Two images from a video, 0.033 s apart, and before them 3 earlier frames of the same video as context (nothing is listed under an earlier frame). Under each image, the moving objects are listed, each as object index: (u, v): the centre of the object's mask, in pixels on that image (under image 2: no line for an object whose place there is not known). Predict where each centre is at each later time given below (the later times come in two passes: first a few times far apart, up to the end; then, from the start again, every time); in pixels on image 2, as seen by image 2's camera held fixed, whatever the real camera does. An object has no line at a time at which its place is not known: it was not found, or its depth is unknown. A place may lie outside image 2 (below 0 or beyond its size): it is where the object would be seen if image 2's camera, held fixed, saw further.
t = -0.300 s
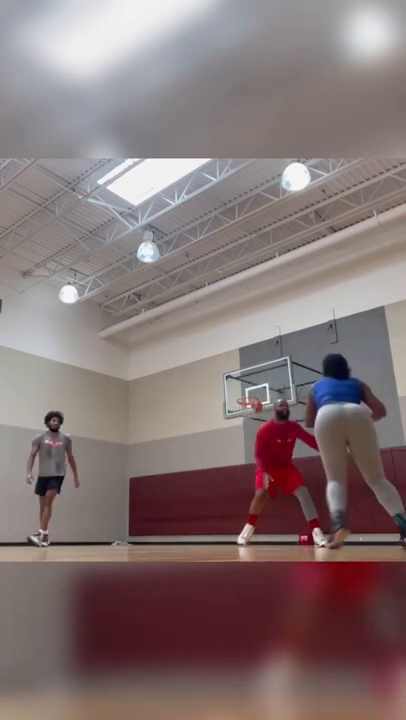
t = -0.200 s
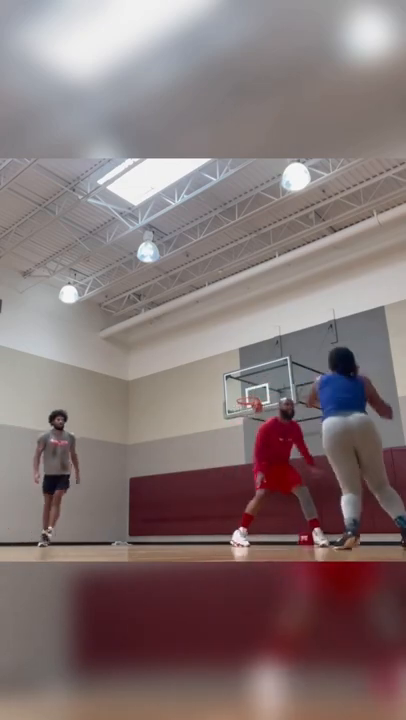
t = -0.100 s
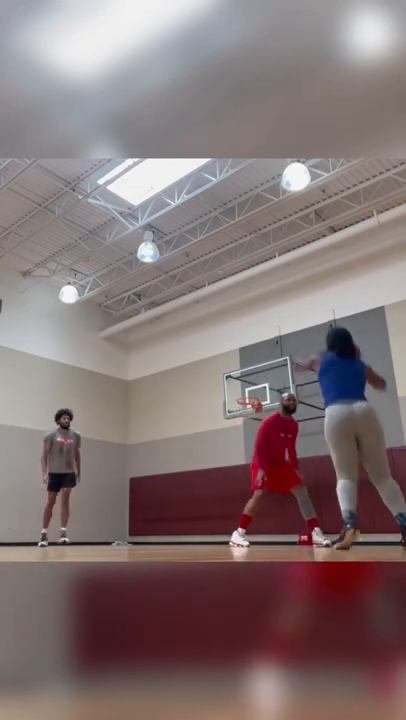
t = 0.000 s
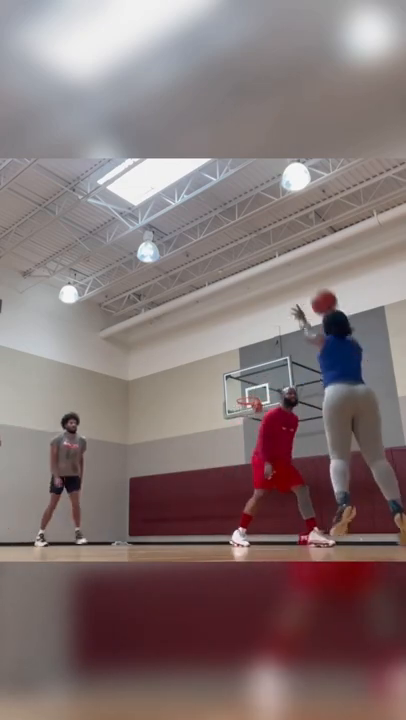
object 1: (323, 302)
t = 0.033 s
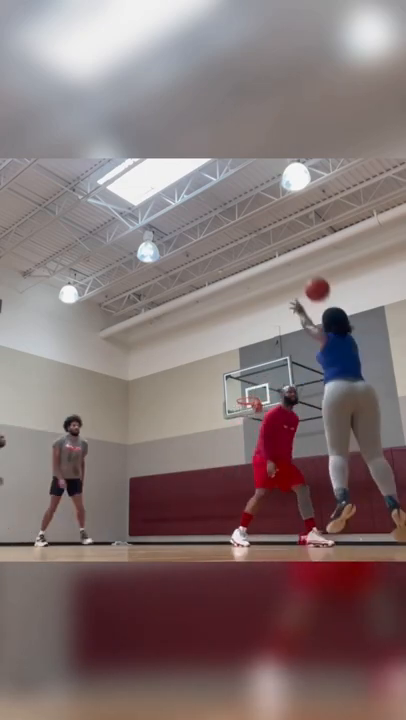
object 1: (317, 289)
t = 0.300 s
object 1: (283, 243)
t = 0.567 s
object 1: (266, 251)
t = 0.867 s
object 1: (256, 294)
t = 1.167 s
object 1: (251, 361)
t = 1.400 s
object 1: (244, 413)
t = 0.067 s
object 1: (311, 279)
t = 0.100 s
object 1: (306, 270)
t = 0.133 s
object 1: (301, 262)
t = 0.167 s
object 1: (297, 256)
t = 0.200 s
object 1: (293, 252)
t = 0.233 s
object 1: (289, 248)
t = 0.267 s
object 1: (286, 245)
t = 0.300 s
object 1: (283, 243)
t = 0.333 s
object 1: (280, 242)
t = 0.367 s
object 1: (278, 241)
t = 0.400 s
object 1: (276, 242)
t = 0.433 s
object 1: (273, 243)
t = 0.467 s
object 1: (272, 244)
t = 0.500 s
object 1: (270, 246)
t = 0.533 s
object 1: (268, 248)
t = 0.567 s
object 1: (266, 251)
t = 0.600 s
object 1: (265, 254)
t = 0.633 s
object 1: (263, 258)
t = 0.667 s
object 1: (262, 262)
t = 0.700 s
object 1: (261, 267)
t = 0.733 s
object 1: (260, 272)
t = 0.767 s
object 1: (259, 277)
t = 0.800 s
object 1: (258, 282)
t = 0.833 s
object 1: (257, 288)
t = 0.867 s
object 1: (256, 294)
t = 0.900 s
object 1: (255, 301)
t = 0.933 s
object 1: (255, 307)
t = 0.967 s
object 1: (254, 314)
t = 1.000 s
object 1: (253, 321)
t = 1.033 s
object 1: (253, 329)
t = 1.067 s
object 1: (252, 337)
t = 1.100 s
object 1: (252, 345)
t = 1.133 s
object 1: (252, 354)
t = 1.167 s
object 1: (251, 361)
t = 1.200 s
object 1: (250, 371)
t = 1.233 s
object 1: (250, 380)
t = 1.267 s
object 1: (250, 390)
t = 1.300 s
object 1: (250, 399)
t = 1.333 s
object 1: (248, 406)
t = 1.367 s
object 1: (245, 411)
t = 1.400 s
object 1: (244, 413)
